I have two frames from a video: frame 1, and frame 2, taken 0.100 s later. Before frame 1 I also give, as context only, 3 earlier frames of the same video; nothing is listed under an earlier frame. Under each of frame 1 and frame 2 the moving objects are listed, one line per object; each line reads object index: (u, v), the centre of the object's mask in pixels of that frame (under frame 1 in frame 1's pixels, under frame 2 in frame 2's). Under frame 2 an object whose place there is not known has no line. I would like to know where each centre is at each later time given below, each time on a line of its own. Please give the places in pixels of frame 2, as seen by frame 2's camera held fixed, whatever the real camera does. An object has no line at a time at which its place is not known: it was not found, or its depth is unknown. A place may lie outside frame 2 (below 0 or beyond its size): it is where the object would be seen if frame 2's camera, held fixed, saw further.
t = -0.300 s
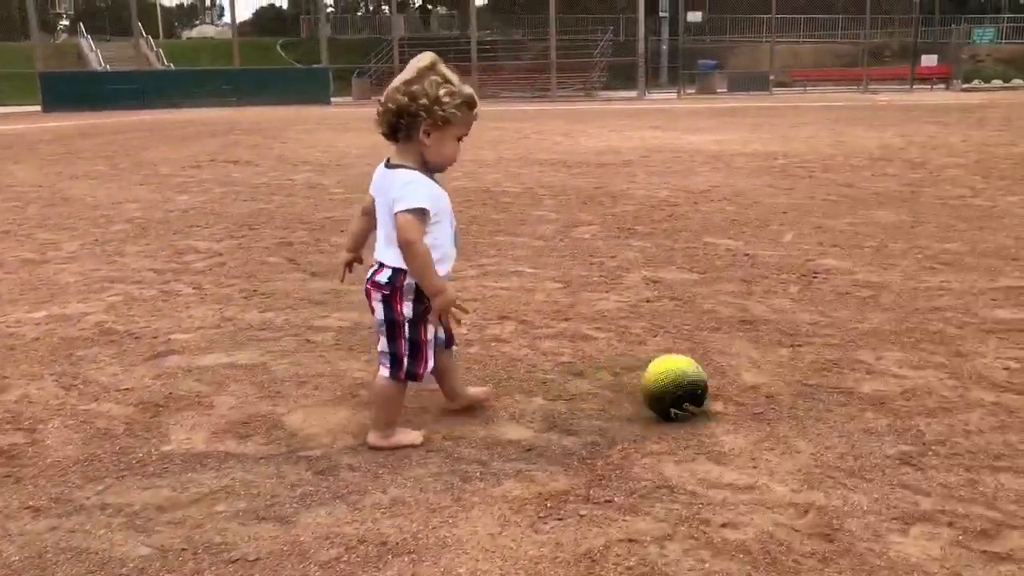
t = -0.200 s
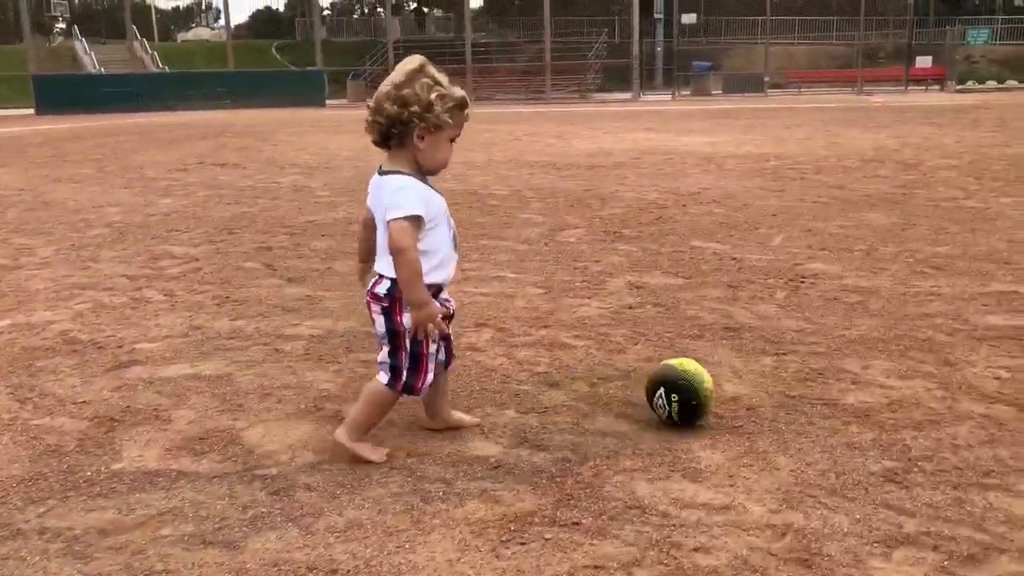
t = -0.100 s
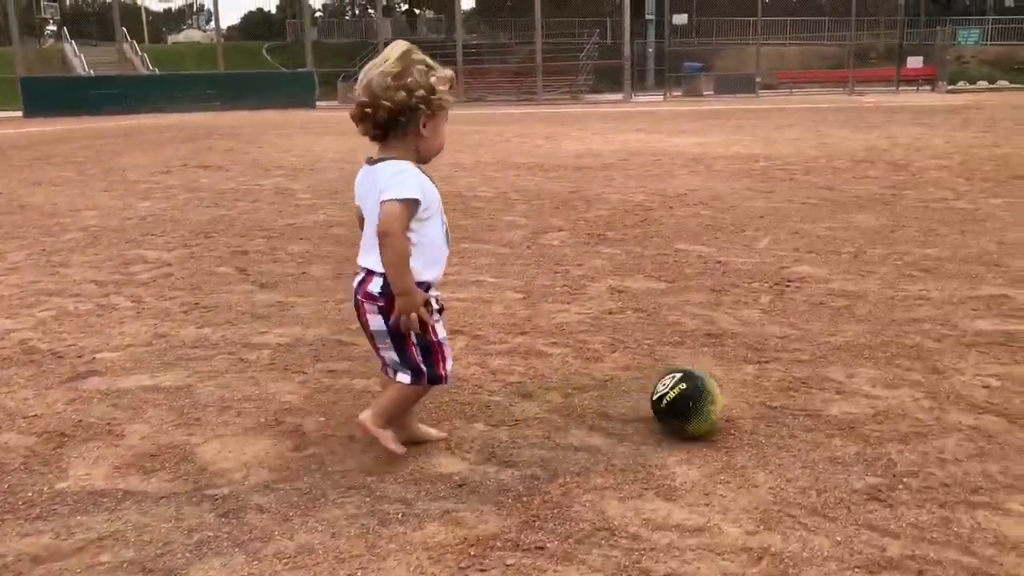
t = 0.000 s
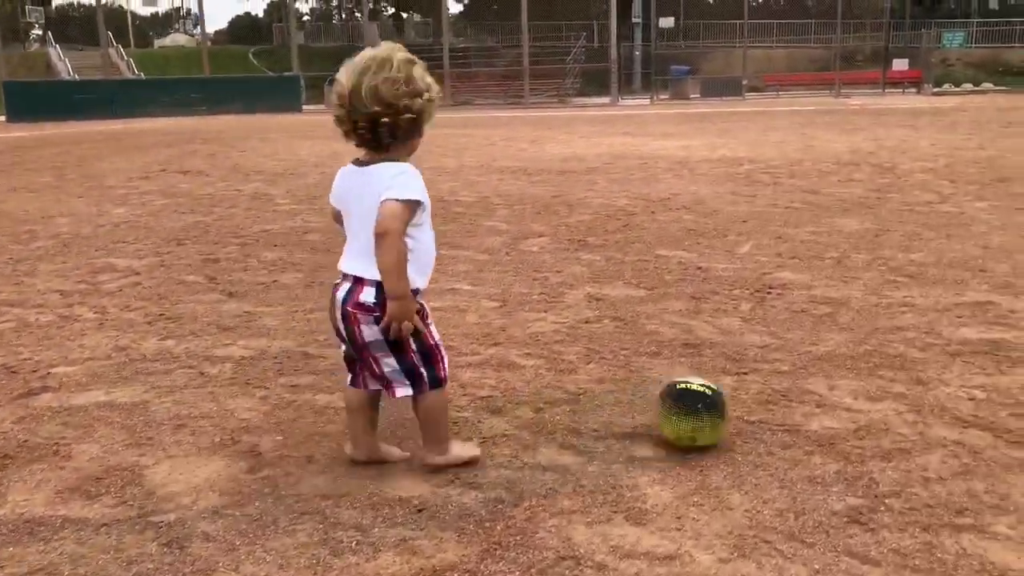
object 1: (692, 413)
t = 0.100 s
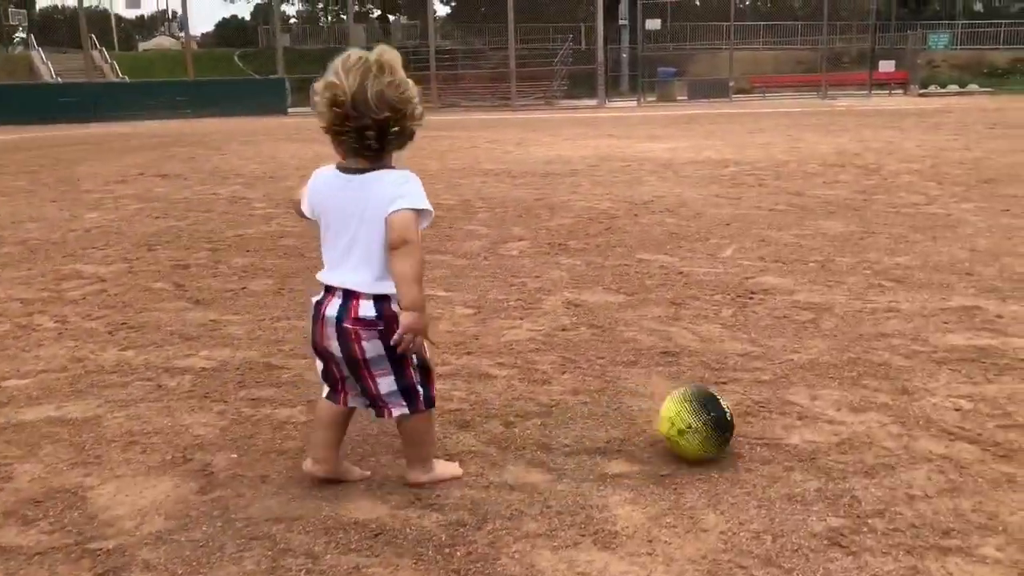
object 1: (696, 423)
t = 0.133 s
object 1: (706, 422)
